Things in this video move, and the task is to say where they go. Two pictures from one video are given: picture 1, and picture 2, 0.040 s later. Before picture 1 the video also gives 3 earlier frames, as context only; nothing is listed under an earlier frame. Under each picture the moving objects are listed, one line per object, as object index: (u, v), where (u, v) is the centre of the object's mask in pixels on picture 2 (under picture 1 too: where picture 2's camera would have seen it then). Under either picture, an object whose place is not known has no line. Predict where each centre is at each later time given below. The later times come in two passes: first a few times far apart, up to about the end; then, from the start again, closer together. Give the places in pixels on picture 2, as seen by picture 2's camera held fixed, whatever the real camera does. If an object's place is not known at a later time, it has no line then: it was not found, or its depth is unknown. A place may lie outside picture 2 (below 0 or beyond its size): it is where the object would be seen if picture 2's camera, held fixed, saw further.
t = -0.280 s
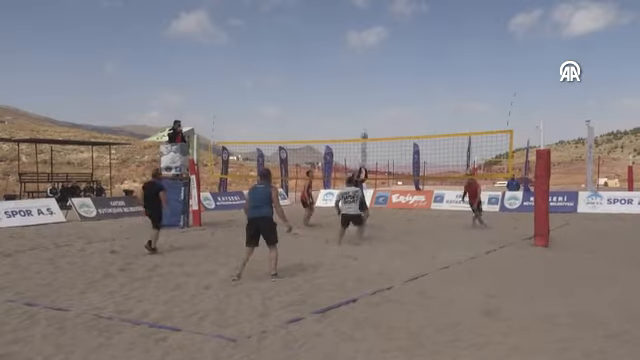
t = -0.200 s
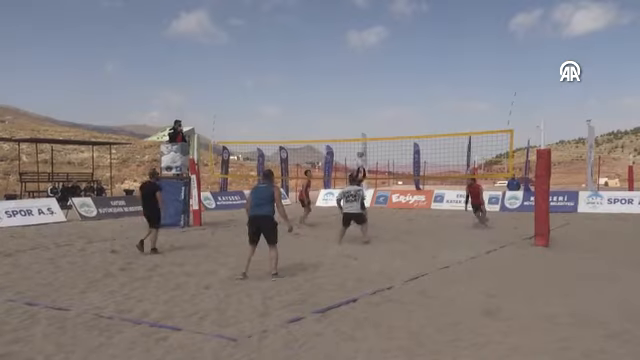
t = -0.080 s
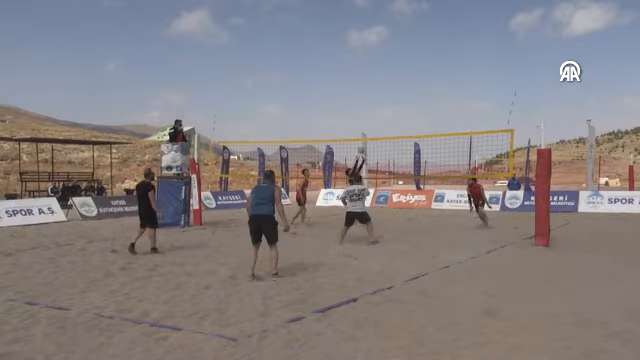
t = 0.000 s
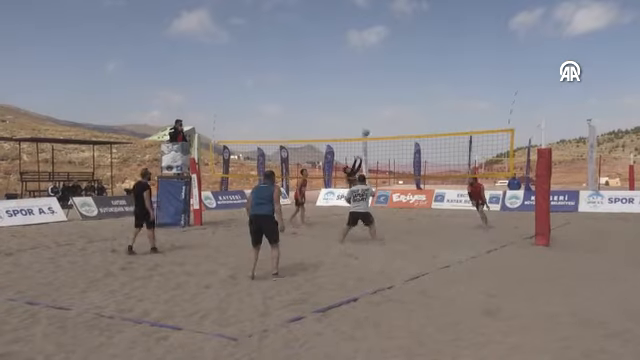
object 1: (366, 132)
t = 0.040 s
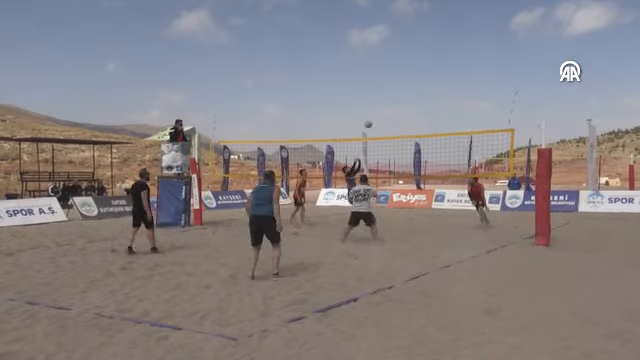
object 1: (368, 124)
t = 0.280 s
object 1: (383, 88)
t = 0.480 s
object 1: (395, 71)
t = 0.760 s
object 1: (412, 72)
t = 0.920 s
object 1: (422, 86)
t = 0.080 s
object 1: (370, 117)
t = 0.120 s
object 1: (373, 110)
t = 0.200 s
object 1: (378, 98)
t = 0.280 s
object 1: (383, 88)
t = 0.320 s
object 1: (385, 84)
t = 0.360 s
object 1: (387, 79)
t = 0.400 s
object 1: (390, 76)
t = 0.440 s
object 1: (392, 73)
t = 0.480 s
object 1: (395, 71)
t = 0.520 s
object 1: (397, 70)
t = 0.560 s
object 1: (399, 69)
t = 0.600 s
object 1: (402, 68)
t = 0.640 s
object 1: (404, 68)
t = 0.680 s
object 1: (407, 69)
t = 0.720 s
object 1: (409, 71)
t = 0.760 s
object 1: (412, 72)
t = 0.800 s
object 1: (415, 74)
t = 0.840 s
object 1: (418, 77)
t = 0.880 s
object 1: (420, 81)
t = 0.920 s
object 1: (422, 86)
